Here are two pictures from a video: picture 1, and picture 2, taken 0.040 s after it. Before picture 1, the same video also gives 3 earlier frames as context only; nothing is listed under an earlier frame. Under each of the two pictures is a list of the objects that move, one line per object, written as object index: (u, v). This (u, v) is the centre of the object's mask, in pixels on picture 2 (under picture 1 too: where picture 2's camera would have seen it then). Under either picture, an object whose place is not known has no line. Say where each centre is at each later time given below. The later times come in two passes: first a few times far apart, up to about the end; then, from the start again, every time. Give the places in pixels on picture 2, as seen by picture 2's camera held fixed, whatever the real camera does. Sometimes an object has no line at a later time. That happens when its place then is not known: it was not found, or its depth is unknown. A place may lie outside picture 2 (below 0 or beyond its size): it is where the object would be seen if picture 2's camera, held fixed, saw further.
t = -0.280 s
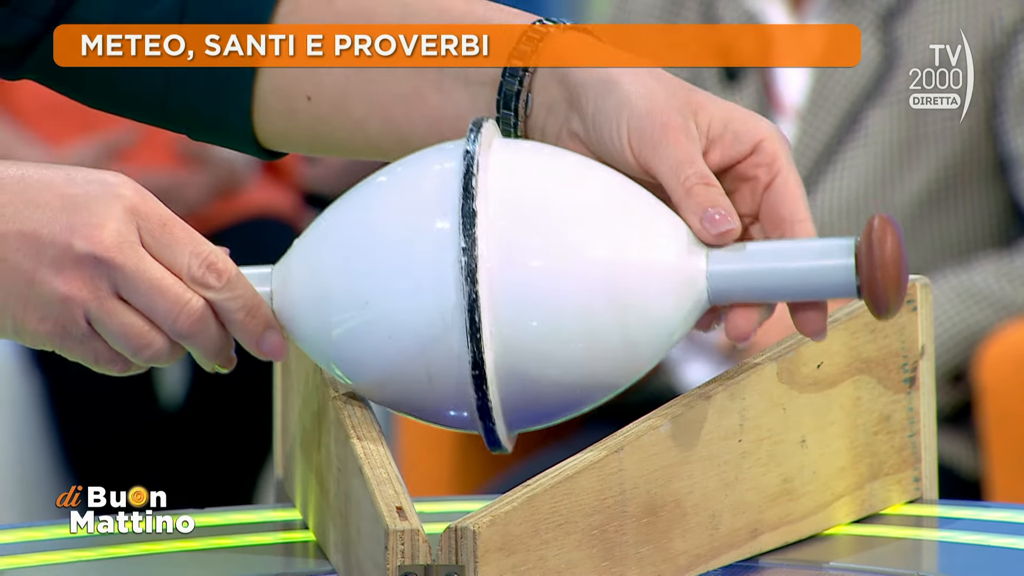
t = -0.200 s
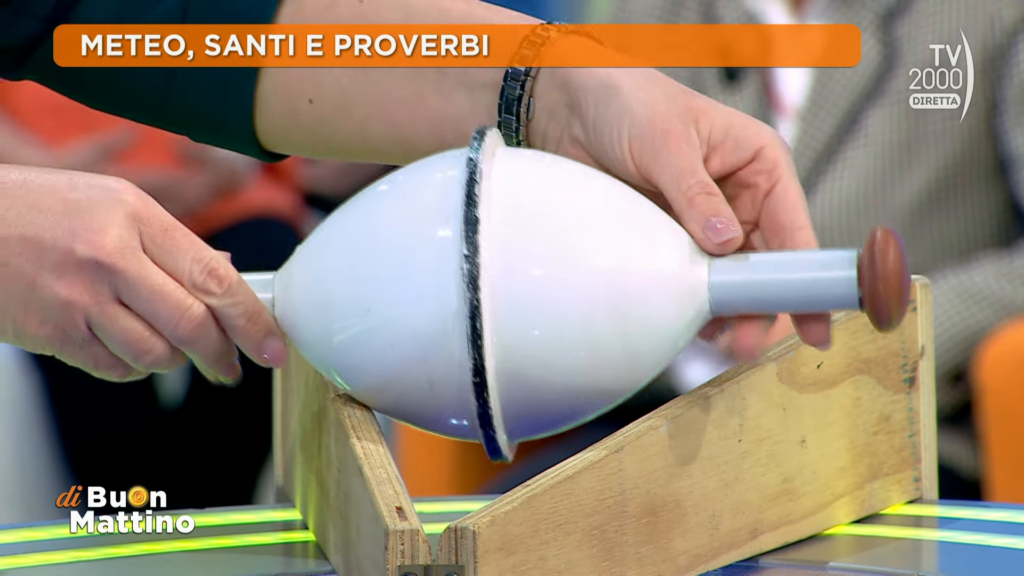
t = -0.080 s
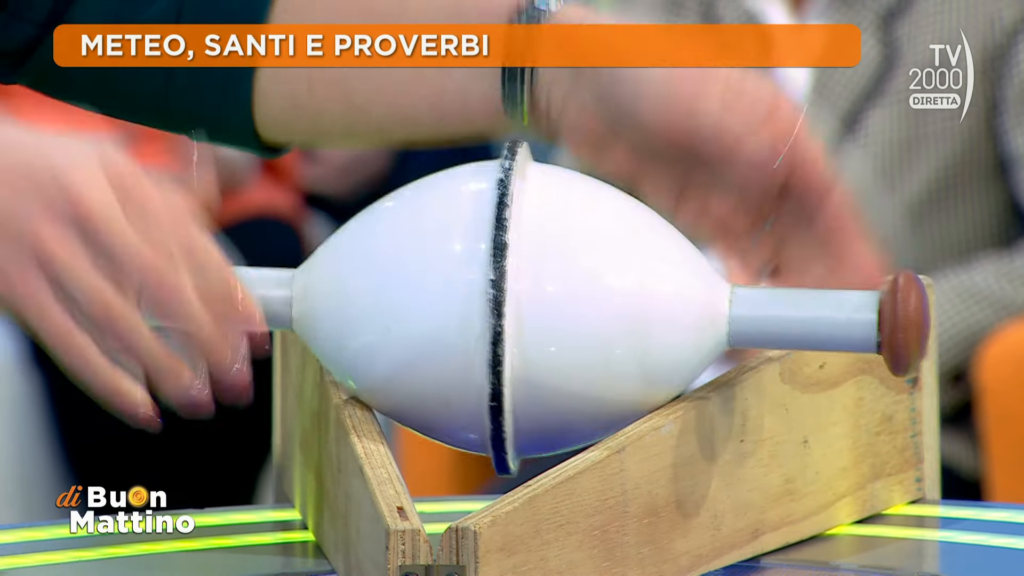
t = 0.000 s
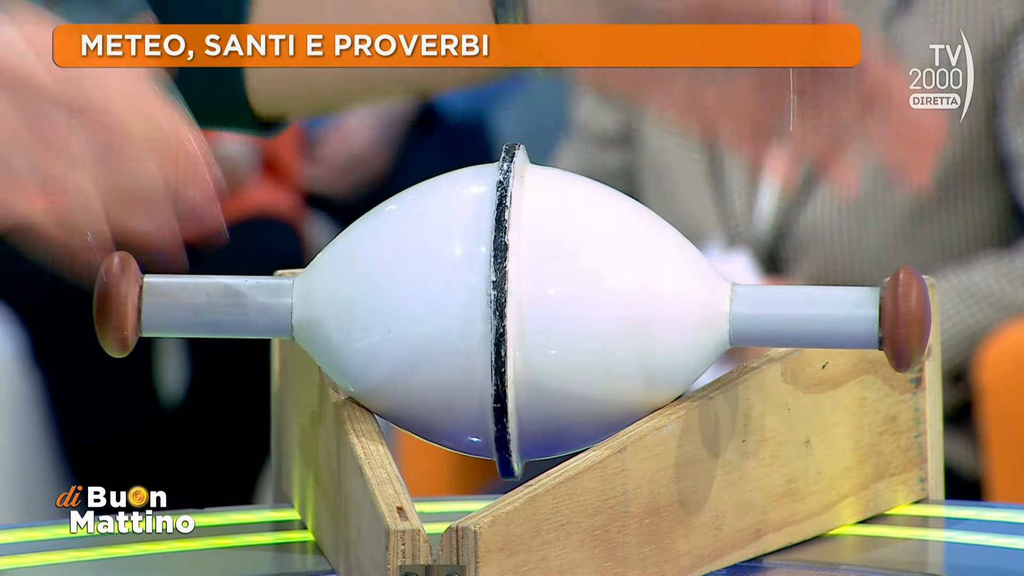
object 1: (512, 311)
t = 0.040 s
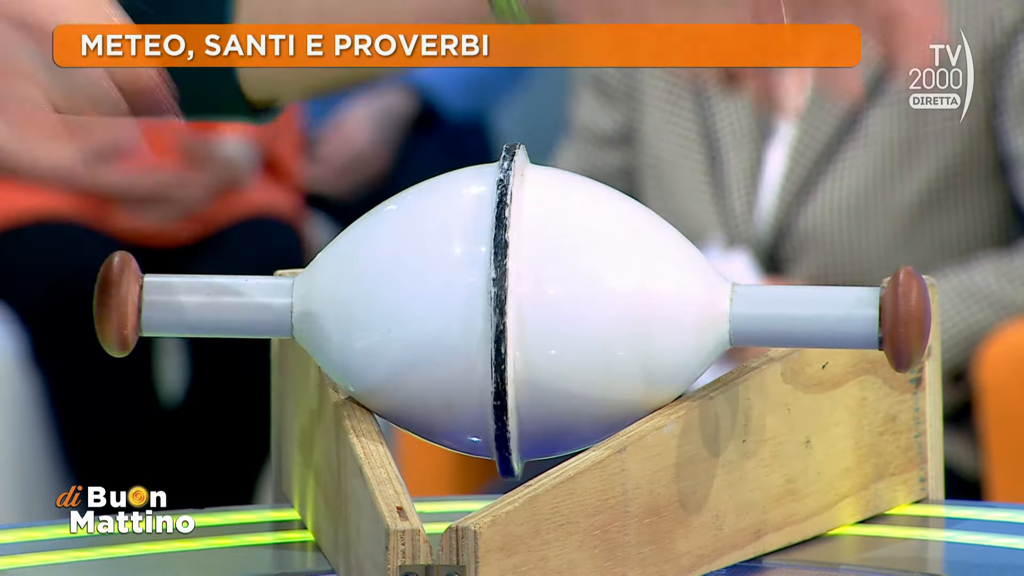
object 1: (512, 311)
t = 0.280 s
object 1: (516, 310)
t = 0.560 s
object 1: (528, 312)
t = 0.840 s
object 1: (550, 310)
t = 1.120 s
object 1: (566, 295)
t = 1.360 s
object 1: (577, 286)
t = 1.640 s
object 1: (584, 280)
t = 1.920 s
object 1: (585, 278)
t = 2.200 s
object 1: (583, 280)
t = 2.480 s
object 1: (577, 286)
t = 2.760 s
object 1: (565, 296)
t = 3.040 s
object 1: (548, 311)
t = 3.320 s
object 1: (530, 314)
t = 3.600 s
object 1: (523, 312)
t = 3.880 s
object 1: (528, 313)
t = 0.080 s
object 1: (513, 311)
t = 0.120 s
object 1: (513, 311)
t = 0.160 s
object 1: (514, 311)
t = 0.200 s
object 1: (514, 311)
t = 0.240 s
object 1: (515, 311)
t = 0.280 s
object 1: (516, 310)
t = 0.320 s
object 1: (517, 310)
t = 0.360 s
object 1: (518, 311)
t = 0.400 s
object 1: (520, 311)
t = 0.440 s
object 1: (522, 311)
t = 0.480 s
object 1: (523, 311)
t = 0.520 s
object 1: (526, 311)
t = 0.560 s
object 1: (528, 312)
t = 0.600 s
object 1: (531, 312)
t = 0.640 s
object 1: (534, 313)
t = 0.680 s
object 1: (537, 314)
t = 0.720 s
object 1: (539, 315)
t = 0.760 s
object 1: (543, 315)
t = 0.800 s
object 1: (546, 313)
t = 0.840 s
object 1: (550, 310)
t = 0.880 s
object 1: (552, 308)
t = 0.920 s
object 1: (555, 305)
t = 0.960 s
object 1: (558, 303)
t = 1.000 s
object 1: (560, 301)
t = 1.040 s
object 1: (562, 299)
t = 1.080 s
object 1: (565, 297)
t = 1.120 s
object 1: (566, 295)
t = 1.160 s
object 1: (568, 293)
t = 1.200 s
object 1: (570, 291)
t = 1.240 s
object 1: (573, 290)
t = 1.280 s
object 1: (574, 288)
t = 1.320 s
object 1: (576, 287)
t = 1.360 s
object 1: (577, 286)
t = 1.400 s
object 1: (578, 284)
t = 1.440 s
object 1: (580, 284)
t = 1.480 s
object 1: (581, 283)
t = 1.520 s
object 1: (582, 282)
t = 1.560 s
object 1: (583, 281)
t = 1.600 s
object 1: (583, 280)
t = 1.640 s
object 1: (584, 280)
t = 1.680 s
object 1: (584, 279)
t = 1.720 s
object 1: (584, 279)
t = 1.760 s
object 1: (584, 278)
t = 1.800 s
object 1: (585, 278)
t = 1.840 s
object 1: (585, 278)
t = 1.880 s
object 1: (585, 278)
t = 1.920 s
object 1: (585, 278)
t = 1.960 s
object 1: (585, 278)
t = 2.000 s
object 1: (585, 278)
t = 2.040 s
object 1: (585, 278)
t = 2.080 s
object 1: (585, 279)
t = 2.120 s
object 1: (584, 279)
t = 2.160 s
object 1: (584, 279)
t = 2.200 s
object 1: (583, 280)
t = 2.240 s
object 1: (584, 281)
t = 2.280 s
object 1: (583, 281)
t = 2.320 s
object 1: (582, 282)
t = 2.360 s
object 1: (581, 283)
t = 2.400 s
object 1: (579, 283)
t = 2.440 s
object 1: (578, 284)
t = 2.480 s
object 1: (577, 286)
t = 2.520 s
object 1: (575, 287)
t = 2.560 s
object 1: (574, 288)
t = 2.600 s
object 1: (572, 290)
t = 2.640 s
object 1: (570, 291)
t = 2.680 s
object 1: (568, 293)
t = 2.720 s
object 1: (567, 294)
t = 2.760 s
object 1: (565, 296)
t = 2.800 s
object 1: (563, 298)
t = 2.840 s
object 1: (561, 300)
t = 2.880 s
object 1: (559, 302)
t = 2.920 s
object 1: (556, 305)
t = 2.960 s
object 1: (553, 307)
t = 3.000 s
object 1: (551, 309)
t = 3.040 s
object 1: (548, 311)
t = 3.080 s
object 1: (545, 314)
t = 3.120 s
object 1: (542, 316)
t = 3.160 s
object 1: (540, 316)
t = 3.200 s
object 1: (538, 315)
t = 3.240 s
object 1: (535, 315)
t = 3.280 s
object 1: (533, 314)
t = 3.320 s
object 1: (530, 314)
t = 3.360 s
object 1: (529, 313)
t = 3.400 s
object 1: (527, 313)
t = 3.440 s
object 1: (526, 313)
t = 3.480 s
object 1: (524, 312)
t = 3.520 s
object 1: (523, 312)
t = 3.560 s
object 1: (523, 312)
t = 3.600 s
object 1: (523, 312)
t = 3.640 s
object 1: (523, 312)
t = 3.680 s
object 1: (523, 312)
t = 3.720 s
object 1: (523, 312)
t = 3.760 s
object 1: (524, 312)
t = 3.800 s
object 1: (525, 312)
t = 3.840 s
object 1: (526, 312)
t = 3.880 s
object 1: (528, 313)
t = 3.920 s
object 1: (530, 313)
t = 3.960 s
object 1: (531, 313)
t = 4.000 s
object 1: (533, 314)
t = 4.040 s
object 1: (536, 314)
